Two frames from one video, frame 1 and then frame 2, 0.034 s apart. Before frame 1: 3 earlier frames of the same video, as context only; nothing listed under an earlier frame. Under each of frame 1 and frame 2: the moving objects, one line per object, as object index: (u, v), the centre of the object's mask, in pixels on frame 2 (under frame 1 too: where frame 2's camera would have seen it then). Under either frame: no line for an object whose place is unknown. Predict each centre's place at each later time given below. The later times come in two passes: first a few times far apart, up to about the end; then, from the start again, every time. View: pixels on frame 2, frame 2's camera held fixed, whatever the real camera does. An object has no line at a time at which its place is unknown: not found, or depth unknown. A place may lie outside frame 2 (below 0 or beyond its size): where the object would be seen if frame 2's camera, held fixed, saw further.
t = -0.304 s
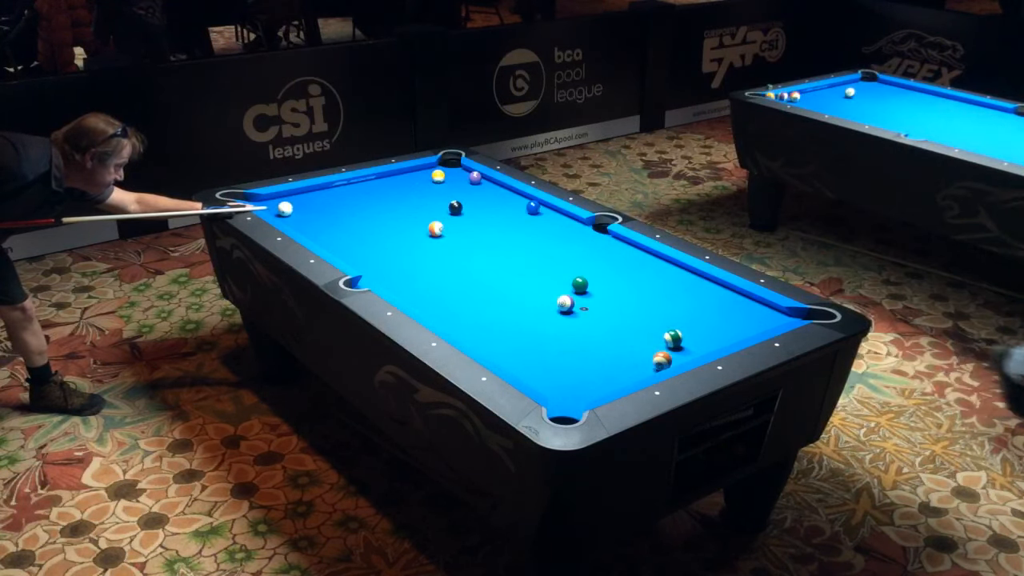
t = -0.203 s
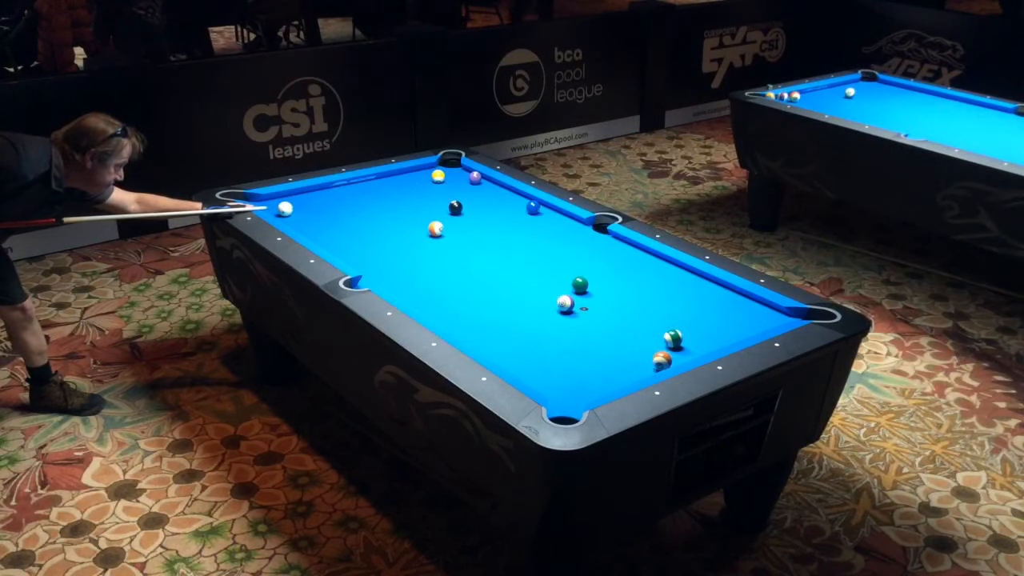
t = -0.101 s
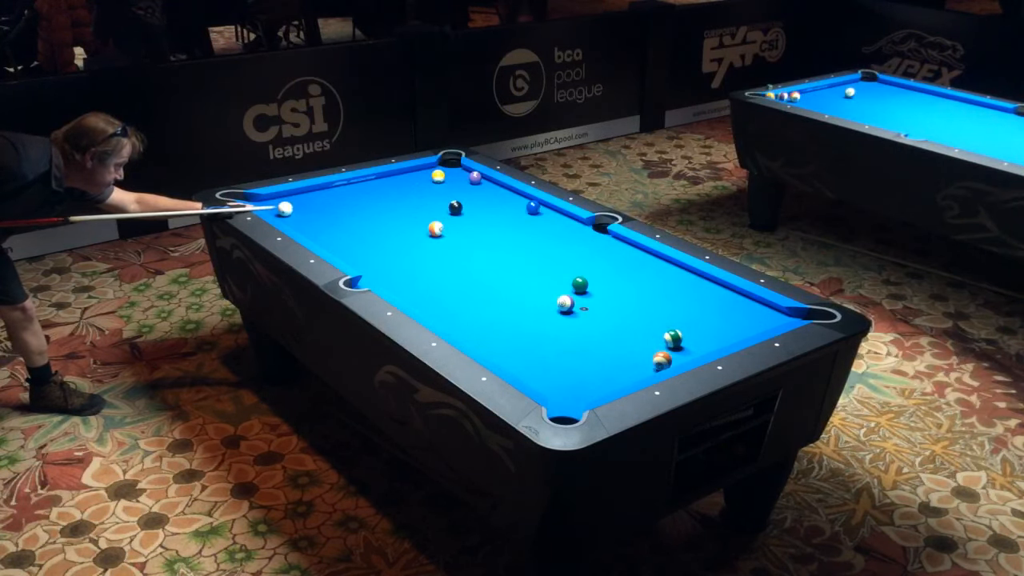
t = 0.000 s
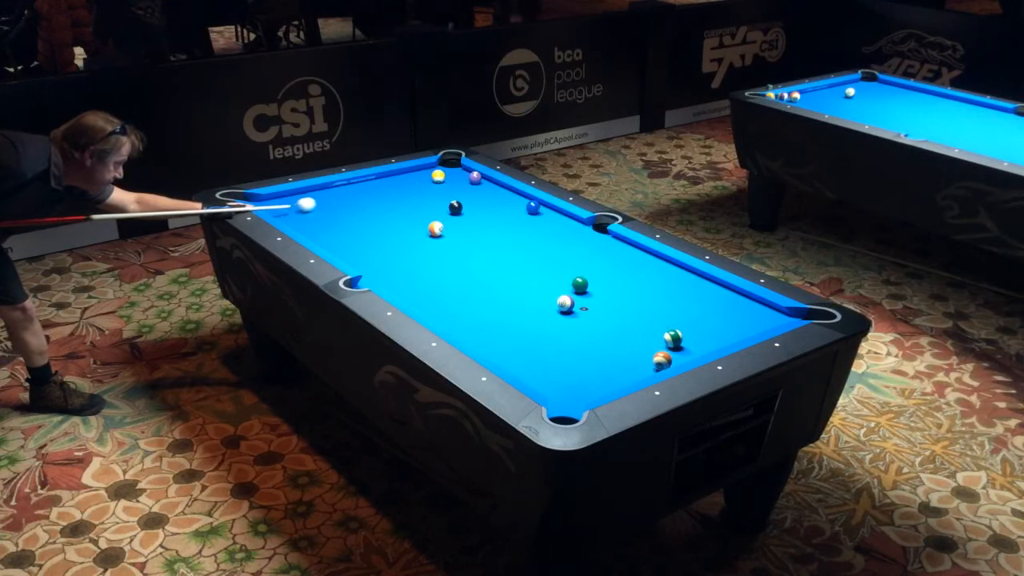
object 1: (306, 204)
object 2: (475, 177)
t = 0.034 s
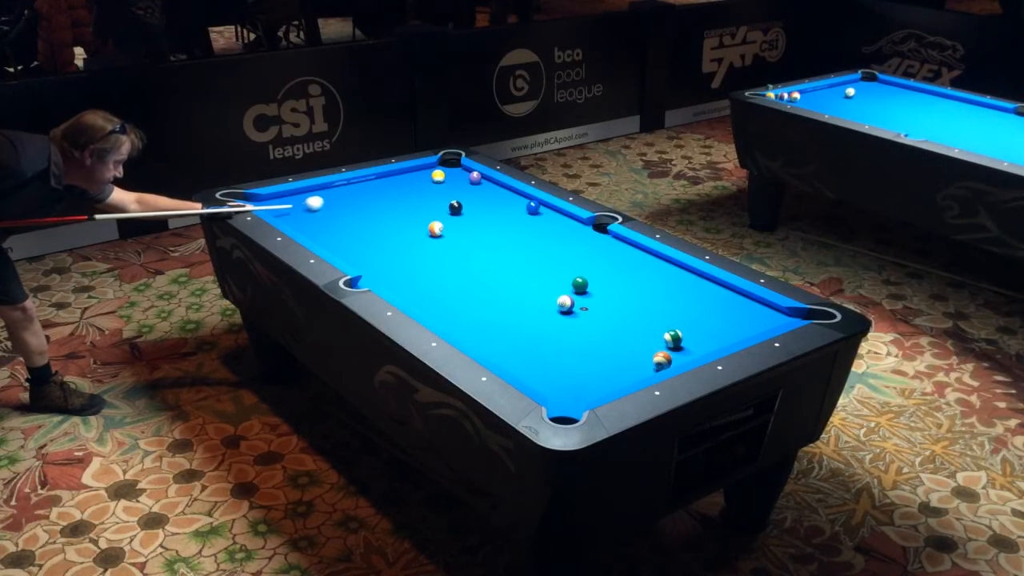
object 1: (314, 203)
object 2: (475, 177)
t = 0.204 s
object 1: (351, 196)
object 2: (475, 177)
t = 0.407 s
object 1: (393, 188)
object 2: (475, 177)
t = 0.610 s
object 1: (431, 181)
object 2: (475, 177)
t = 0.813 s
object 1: (463, 180)
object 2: (475, 177)
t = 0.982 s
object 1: (485, 184)
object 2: (474, 177)
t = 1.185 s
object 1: (503, 187)
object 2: (468, 178)
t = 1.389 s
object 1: (510, 192)
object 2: (463, 179)
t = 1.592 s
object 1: (514, 196)
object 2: (458, 180)
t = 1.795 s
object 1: (518, 201)
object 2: (454, 182)
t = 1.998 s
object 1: (521, 204)
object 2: (450, 183)
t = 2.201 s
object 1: (518, 207)
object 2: (446, 184)
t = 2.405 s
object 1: (516, 209)
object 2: (443, 185)
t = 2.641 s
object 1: (514, 211)
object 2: (441, 186)
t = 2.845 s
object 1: (512, 212)
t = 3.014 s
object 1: (511, 214)
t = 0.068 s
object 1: (322, 201)
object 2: (475, 177)
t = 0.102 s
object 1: (329, 200)
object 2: (475, 177)
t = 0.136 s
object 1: (337, 199)
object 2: (475, 177)
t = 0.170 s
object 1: (344, 197)
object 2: (475, 177)
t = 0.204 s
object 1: (351, 196)
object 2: (475, 177)
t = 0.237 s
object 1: (359, 194)
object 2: (475, 177)
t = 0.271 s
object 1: (366, 193)
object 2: (475, 177)
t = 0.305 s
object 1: (373, 192)
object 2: (475, 177)
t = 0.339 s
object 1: (380, 190)
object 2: (475, 177)
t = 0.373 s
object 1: (386, 189)
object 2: (475, 177)
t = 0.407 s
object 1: (393, 188)
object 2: (475, 177)
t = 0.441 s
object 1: (400, 187)
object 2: (475, 177)
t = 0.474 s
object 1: (406, 185)
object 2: (475, 177)
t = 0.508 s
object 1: (413, 184)
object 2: (475, 177)
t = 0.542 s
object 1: (419, 183)
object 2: (475, 177)
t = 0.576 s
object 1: (426, 182)
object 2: (475, 177)
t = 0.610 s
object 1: (431, 181)
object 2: (475, 177)
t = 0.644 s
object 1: (438, 180)
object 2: (475, 177)
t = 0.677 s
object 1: (443, 180)
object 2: (475, 177)
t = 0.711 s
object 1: (448, 180)
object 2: (475, 177)
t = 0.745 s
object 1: (453, 180)
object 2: (475, 177)
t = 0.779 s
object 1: (458, 180)
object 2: (475, 177)
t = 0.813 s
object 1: (463, 180)
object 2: (475, 177)
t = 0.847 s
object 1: (467, 181)
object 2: (477, 176)
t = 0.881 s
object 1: (470, 181)
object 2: (479, 176)
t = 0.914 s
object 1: (473, 182)
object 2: (480, 175)
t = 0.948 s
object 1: (479, 183)
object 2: (476, 174)
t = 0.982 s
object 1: (485, 184)
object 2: (474, 177)
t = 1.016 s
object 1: (488, 185)
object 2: (473, 177)
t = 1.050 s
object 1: (491, 185)
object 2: (473, 177)
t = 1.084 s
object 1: (494, 186)
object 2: (471, 177)
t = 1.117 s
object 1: (497, 186)
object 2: (470, 178)
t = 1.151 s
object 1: (500, 187)
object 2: (469, 178)
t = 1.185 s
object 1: (503, 187)
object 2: (468, 178)
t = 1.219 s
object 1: (506, 188)
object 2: (467, 178)
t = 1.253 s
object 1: (506, 189)
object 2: (467, 179)
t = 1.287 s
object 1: (507, 189)
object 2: (466, 179)
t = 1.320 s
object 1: (508, 190)
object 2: (465, 179)
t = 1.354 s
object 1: (509, 191)
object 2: (464, 179)
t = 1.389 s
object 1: (510, 192)
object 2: (463, 179)
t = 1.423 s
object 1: (510, 193)
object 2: (462, 180)
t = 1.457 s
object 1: (511, 193)
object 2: (461, 180)
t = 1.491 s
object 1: (512, 194)
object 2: (460, 180)
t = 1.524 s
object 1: (512, 195)
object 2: (459, 180)
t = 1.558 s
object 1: (513, 196)
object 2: (459, 180)
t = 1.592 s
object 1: (514, 196)
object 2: (458, 180)
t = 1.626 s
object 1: (515, 197)
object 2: (457, 181)
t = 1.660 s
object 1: (515, 198)
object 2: (456, 182)
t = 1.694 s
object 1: (516, 198)
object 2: (455, 181)
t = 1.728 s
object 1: (517, 199)
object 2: (455, 181)
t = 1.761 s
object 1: (517, 200)
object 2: (454, 182)
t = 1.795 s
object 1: (518, 201)
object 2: (454, 182)
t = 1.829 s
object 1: (518, 201)
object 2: (453, 182)
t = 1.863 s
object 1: (519, 202)
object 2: (452, 182)
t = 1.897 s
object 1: (520, 203)
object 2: (452, 183)
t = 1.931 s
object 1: (521, 203)
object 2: (451, 183)
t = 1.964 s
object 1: (521, 204)
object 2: (450, 183)
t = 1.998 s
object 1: (521, 204)
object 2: (450, 183)
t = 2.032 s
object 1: (520, 205)
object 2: (449, 183)
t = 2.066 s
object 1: (520, 205)
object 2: (449, 183)
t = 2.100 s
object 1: (519, 205)
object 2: (448, 184)
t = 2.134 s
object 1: (519, 206)
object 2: (447, 184)
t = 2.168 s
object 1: (519, 206)
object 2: (447, 184)
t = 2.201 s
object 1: (518, 207)
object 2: (446, 184)
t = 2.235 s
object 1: (518, 207)
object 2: (446, 184)
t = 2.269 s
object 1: (517, 207)
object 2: (445, 184)
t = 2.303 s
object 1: (517, 208)
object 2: (445, 184)
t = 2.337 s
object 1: (517, 208)
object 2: (444, 184)
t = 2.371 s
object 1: (516, 208)
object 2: (444, 185)
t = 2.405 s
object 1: (516, 209)
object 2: (443, 185)
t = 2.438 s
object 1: (516, 209)
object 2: (443, 185)
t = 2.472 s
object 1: (515, 209)
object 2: (442, 185)
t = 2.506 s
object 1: (515, 209)
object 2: (442, 185)
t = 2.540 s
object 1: (515, 210)
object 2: (442, 185)
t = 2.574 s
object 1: (514, 210)
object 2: (441, 186)
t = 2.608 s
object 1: (514, 210)
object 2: (441, 186)
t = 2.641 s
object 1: (514, 211)
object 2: (441, 186)
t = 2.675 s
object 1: (513, 211)
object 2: (440, 186)
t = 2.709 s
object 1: (513, 211)
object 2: (440, 186)
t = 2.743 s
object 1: (513, 212)
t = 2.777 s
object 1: (512, 212)
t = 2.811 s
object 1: (512, 212)
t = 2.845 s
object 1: (512, 212)
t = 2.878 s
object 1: (511, 213)
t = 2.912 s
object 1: (511, 213)
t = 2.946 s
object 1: (511, 213)
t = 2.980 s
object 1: (511, 213)
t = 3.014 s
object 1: (511, 214)
